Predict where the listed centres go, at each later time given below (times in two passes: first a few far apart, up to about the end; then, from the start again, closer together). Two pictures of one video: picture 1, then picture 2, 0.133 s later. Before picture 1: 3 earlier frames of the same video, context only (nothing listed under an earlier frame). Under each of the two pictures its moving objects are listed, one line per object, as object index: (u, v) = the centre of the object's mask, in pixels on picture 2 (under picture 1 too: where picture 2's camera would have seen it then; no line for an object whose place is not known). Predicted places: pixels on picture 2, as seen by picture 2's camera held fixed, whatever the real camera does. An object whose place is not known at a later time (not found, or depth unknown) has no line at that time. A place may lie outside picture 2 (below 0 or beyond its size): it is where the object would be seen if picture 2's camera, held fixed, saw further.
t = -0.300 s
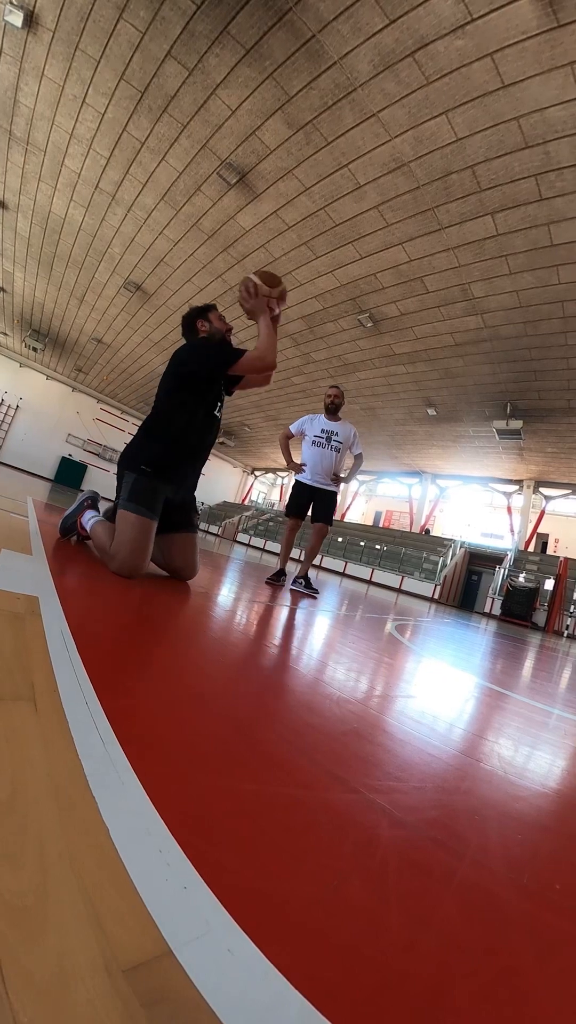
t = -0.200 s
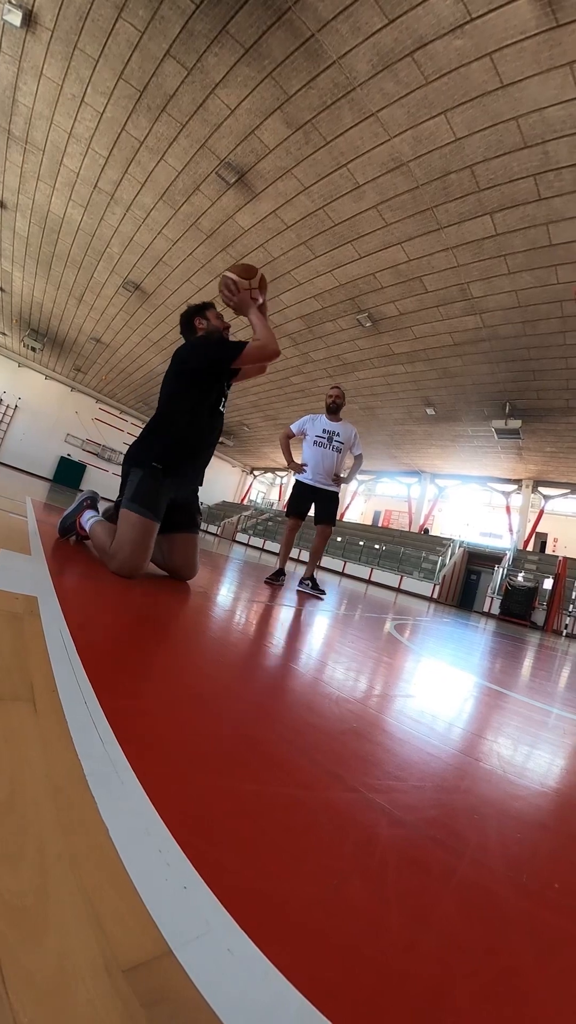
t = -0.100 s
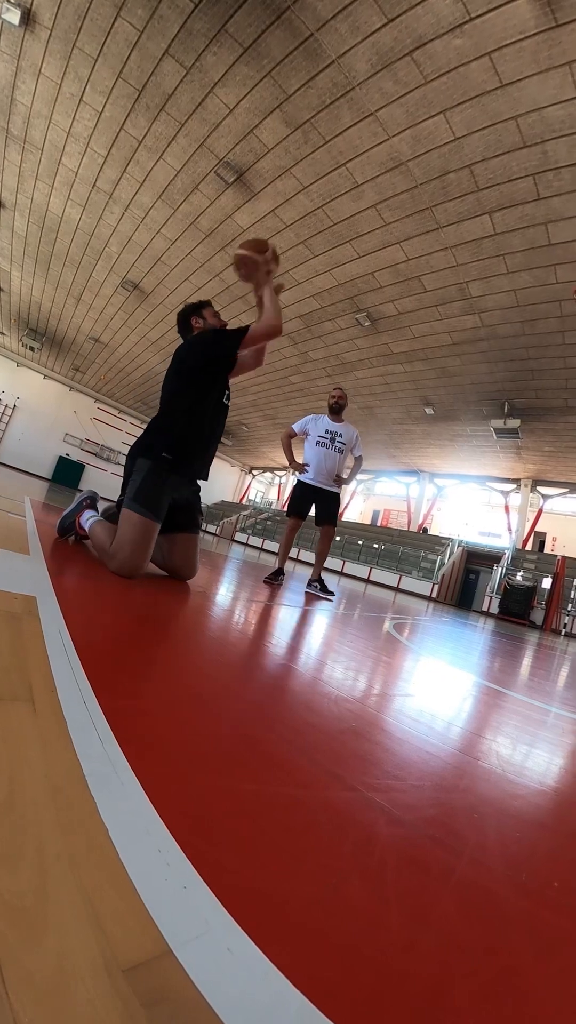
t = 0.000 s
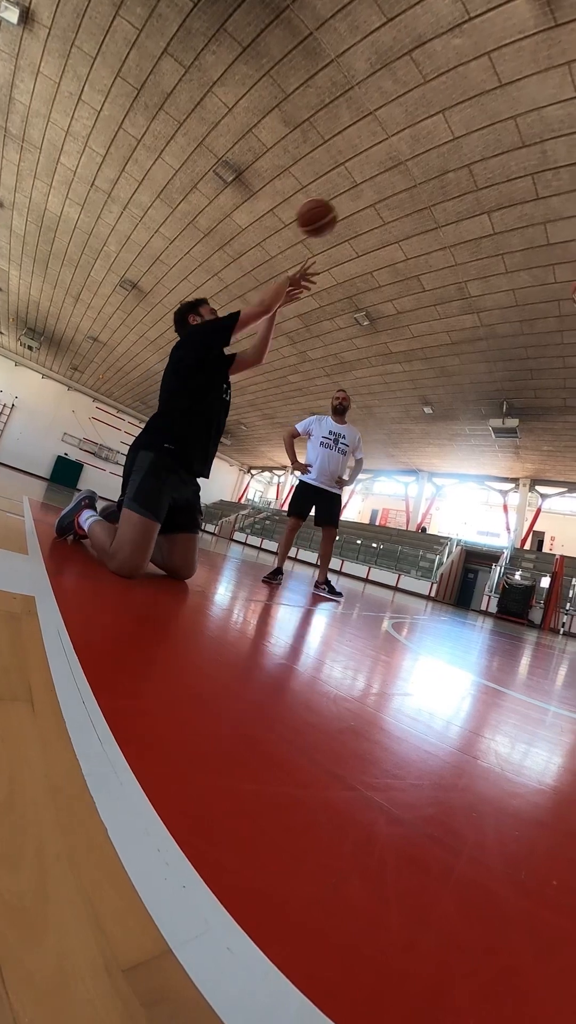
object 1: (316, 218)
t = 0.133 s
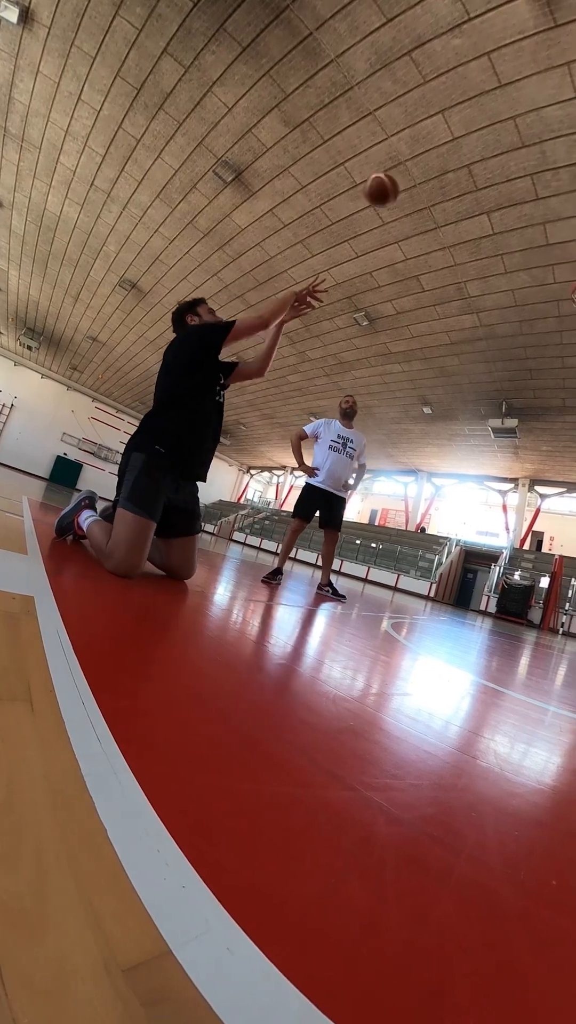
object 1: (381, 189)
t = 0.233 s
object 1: (416, 182)
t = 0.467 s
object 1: (479, 192)
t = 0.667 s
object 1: (522, 226)
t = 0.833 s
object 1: (560, 276)
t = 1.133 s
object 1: (612, 451)
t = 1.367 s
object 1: (625, 657)
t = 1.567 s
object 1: (653, 532)
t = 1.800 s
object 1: (662, 457)
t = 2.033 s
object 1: (669, 442)
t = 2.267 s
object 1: (676, 481)
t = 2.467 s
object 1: (677, 565)
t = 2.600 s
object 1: (667, 650)
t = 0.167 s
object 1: (393, 186)
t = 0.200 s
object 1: (405, 184)
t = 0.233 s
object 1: (416, 182)
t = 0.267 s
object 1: (426, 181)
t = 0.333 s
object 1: (444, 183)
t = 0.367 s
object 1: (454, 184)
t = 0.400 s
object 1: (462, 186)
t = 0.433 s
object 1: (470, 188)
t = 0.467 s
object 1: (479, 192)
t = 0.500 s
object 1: (486, 196)
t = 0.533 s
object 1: (493, 201)
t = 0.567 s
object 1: (501, 206)
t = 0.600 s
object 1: (508, 212)
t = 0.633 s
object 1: (516, 218)
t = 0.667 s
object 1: (522, 226)
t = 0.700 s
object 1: (531, 234)
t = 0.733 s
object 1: (538, 243)
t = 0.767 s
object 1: (545, 252)
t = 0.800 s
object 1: (553, 264)
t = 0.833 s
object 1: (560, 276)
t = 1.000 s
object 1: (595, 356)
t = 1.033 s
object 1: (599, 377)
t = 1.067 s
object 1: (604, 400)
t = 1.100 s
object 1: (608, 425)
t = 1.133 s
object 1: (612, 451)
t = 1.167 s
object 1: (615, 478)
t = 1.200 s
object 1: (620, 509)
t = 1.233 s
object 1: (622, 540)
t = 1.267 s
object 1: (625, 572)
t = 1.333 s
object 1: (625, 640)
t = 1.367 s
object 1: (625, 657)
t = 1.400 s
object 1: (632, 632)
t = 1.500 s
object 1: (648, 567)
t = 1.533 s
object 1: (650, 549)
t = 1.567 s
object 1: (653, 532)
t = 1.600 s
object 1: (655, 517)
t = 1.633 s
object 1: (657, 502)
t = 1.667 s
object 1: (658, 490)
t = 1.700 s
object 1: (659, 480)
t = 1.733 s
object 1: (661, 470)
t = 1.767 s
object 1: (661, 464)
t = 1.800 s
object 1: (662, 457)
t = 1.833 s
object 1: (664, 452)
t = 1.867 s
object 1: (665, 447)
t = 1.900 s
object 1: (666, 444)
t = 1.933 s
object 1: (666, 442)
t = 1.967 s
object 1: (667, 441)
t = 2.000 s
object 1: (668, 441)
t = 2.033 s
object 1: (669, 442)
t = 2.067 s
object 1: (670, 444)
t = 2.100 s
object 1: (671, 448)
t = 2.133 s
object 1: (672, 452)
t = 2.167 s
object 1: (673, 457)
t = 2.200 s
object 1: (674, 464)
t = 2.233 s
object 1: (676, 472)
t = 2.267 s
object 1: (676, 481)
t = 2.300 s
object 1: (676, 492)
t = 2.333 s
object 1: (677, 503)
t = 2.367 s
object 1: (677, 517)
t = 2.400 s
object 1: (678, 532)
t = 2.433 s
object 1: (677, 547)
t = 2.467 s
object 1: (677, 565)
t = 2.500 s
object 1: (676, 584)
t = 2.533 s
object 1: (674, 605)
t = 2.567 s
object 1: (670, 627)
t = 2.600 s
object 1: (667, 650)
